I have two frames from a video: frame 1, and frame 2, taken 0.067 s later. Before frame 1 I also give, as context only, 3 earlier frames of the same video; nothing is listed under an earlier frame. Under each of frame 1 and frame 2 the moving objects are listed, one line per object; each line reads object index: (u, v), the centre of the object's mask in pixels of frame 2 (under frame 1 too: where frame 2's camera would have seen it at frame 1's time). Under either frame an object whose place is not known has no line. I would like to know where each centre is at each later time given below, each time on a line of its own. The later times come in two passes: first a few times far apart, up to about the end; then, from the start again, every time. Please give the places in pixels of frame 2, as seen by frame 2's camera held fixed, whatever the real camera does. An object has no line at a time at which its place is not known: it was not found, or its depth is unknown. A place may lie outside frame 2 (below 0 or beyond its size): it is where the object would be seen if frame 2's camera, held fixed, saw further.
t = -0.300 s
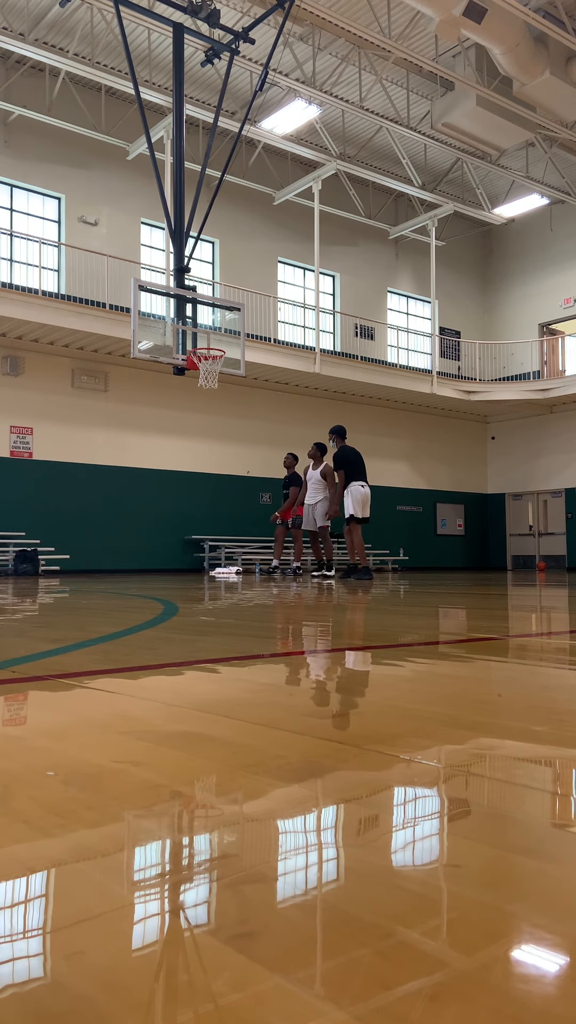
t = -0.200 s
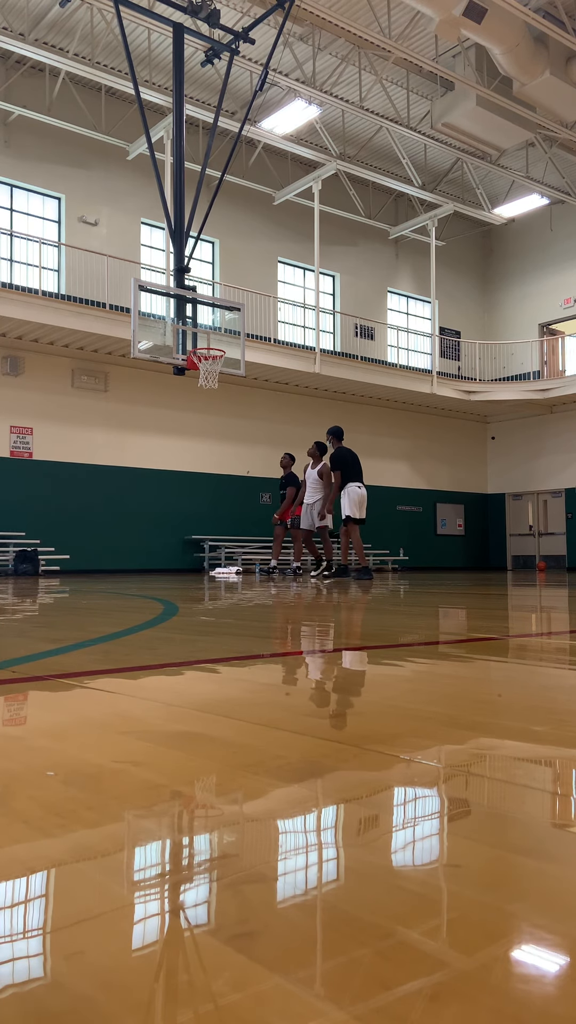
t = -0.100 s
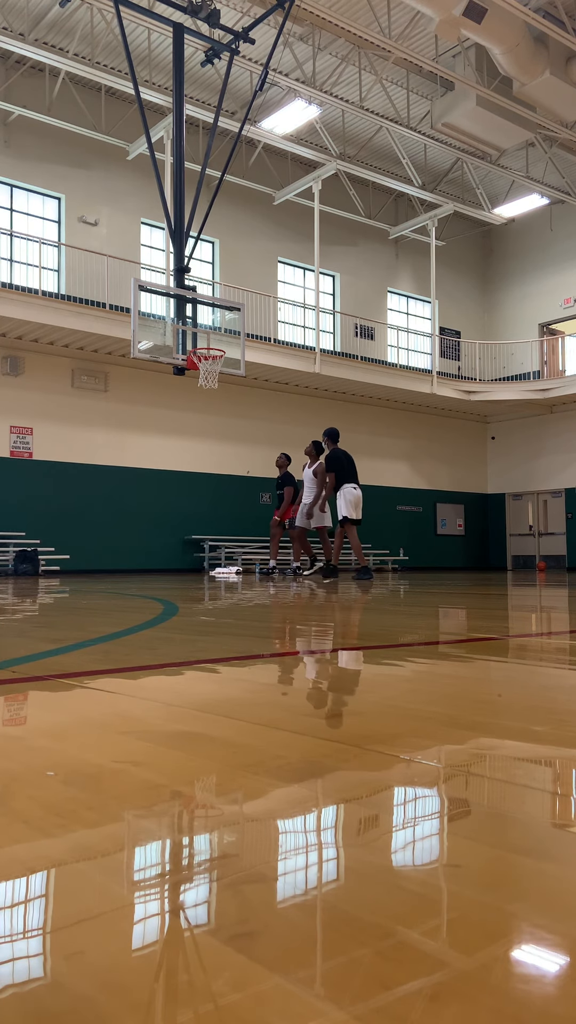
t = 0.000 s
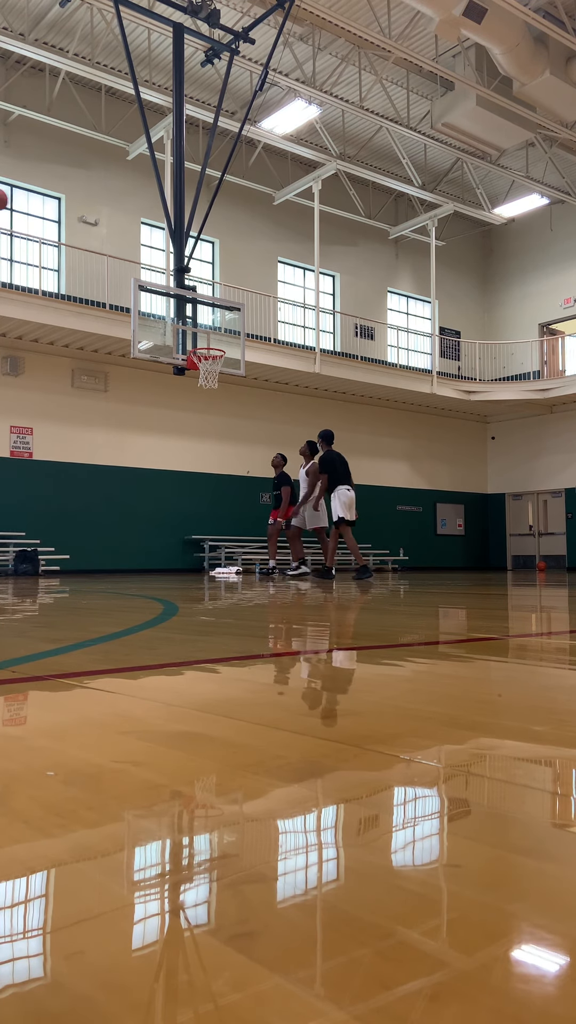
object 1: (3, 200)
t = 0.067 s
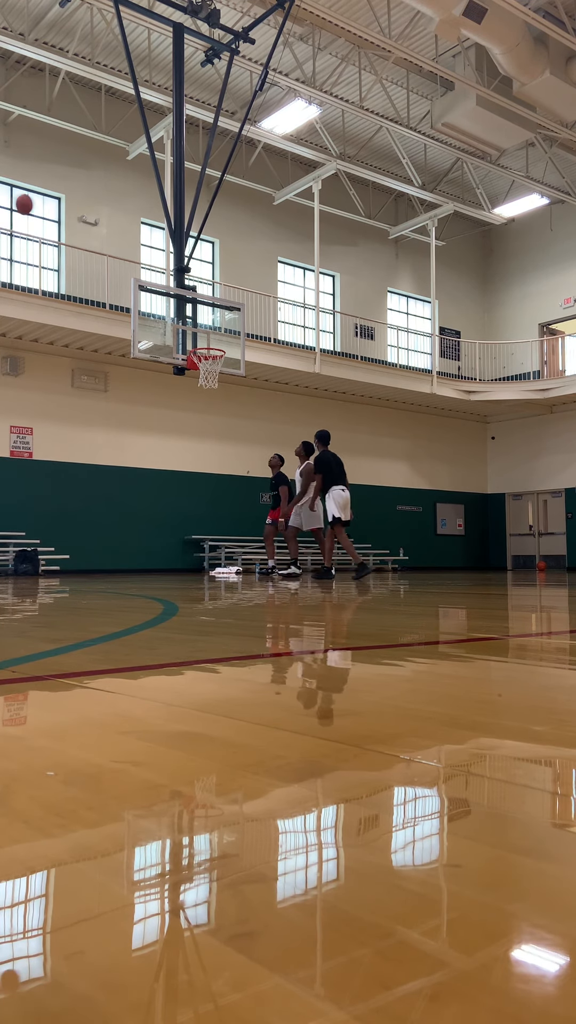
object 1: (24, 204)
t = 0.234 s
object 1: (82, 230)
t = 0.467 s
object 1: (154, 298)
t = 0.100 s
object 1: (36, 208)
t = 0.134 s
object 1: (48, 213)
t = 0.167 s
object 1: (61, 218)
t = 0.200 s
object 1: (72, 224)
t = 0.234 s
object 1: (82, 230)
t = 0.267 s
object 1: (93, 238)
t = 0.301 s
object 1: (104, 246)
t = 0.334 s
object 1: (114, 255)
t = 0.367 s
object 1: (124, 265)
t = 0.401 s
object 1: (133, 275)
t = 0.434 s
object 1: (143, 286)
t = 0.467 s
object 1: (154, 298)
